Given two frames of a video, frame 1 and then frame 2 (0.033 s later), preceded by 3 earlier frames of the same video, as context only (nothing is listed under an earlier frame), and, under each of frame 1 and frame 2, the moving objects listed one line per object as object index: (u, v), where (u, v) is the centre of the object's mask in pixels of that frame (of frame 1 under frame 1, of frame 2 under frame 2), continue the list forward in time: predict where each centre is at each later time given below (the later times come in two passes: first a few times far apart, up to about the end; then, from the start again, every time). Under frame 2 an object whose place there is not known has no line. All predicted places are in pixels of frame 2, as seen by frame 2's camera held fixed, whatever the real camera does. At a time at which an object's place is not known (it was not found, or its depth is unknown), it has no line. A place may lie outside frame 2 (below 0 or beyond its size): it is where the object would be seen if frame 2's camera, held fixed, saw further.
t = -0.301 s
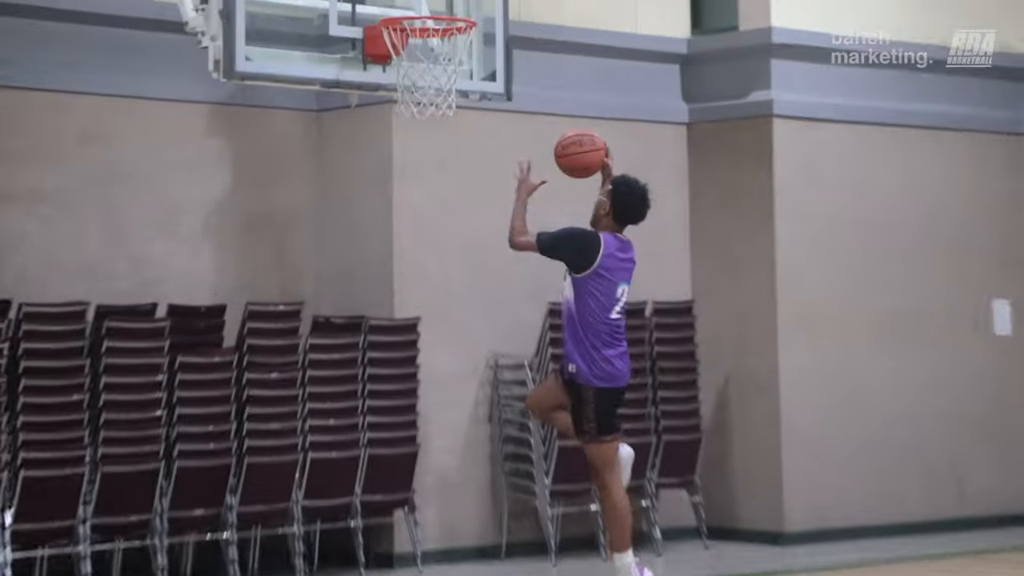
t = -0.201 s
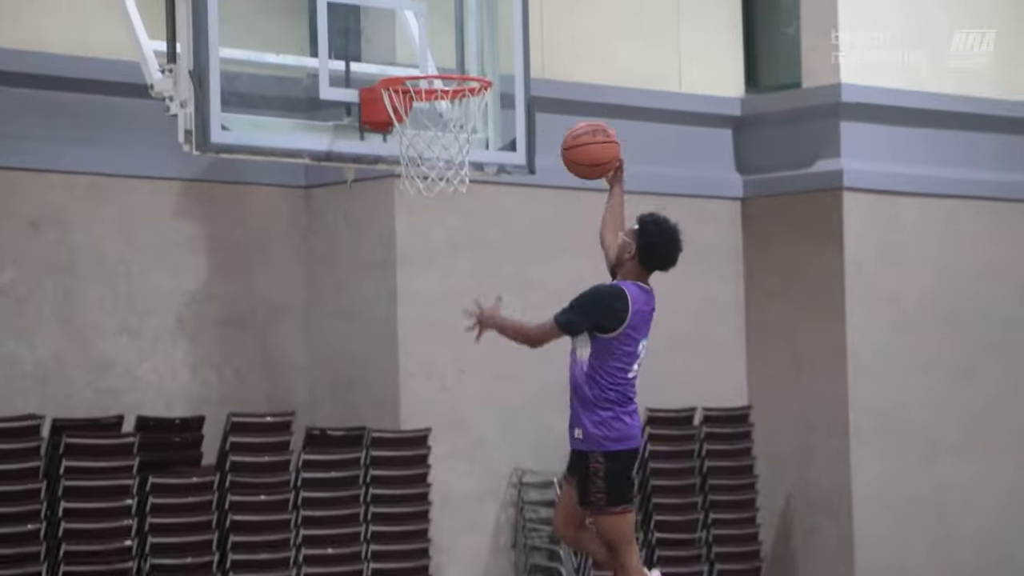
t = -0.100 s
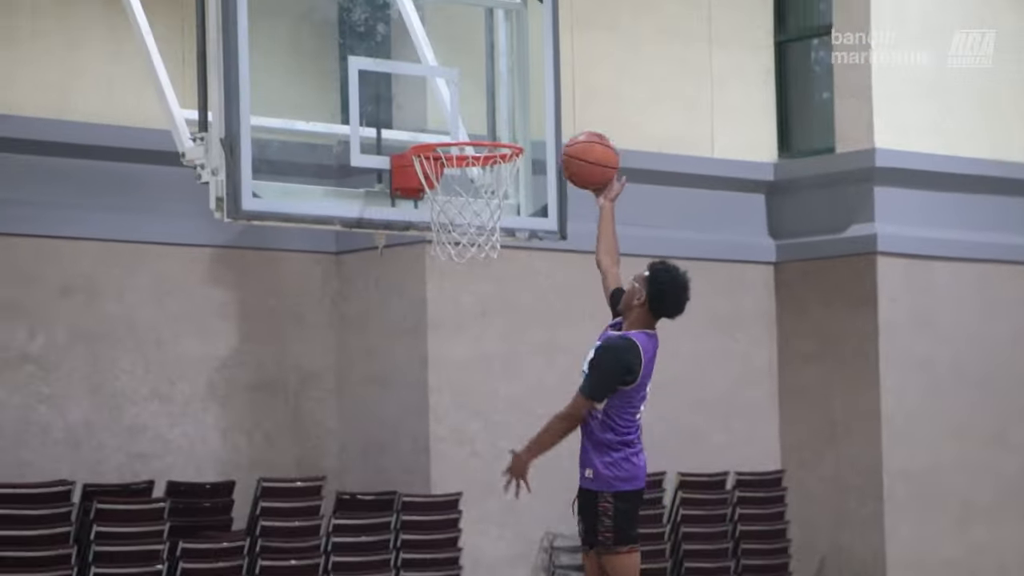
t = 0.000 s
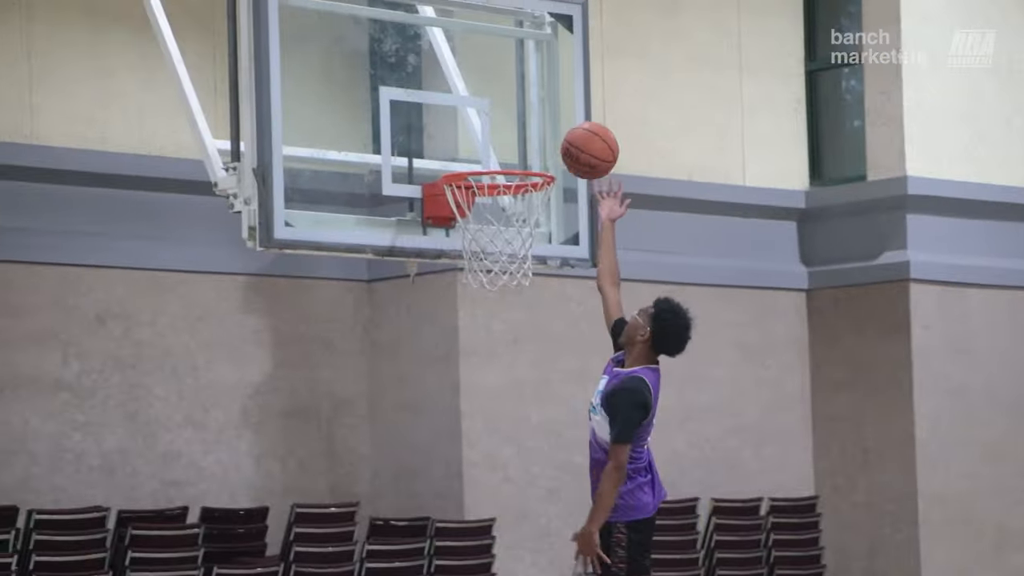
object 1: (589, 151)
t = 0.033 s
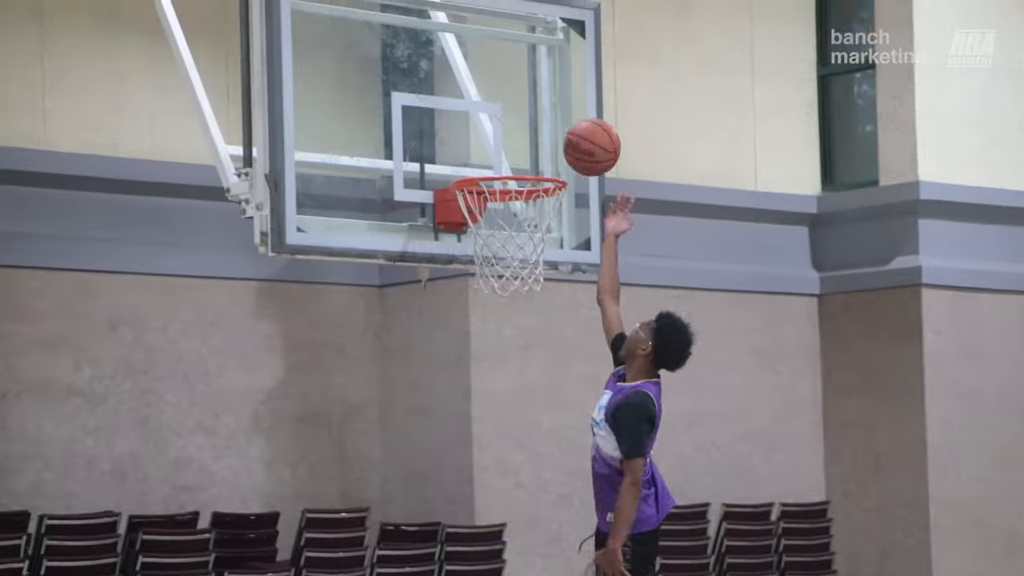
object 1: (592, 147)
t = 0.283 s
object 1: (522, 157)
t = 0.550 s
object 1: (472, 287)
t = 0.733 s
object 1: (466, 399)
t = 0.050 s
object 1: (587, 143)
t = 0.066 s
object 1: (582, 141)
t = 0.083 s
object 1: (578, 139)
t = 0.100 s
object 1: (574, 138)
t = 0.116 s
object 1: (568, 137)
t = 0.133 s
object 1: (563, 137)
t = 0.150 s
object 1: (559, 137)
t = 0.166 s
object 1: (554, 138)
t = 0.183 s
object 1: (549, 140)
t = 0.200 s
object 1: (544, 143)
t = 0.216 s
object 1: (539, 145)
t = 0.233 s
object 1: (535, 148)
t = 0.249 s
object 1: (531, 151)
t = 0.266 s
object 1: (526, 154)
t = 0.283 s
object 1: (522, 157)
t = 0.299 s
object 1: (517, 169)
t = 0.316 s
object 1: (511, 174)
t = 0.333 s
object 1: (508, 185)
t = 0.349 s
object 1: (503, 193)
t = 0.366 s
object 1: (498, 204)
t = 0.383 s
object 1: (494, 210)
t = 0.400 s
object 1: (492, 220)
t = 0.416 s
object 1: (487, 228)
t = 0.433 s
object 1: (482, 236)
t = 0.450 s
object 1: (480, 244)
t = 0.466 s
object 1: (478, 251)
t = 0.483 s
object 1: (476, 257)
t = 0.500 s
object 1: (475, 261)
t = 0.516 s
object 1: (475, 268)
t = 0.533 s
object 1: (475, 280)
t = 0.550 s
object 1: (472, 287)
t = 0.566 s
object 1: (472, 292)
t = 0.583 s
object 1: (472, 297)
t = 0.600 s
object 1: (470, 305)
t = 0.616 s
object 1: (469, 314)
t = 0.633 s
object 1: (469, 325)
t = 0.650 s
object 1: (469, 335)
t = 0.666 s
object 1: (469, 347)
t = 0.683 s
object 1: (469, 359)
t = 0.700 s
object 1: (468, 372)
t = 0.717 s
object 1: (467, 385)
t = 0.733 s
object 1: (466, 399)
